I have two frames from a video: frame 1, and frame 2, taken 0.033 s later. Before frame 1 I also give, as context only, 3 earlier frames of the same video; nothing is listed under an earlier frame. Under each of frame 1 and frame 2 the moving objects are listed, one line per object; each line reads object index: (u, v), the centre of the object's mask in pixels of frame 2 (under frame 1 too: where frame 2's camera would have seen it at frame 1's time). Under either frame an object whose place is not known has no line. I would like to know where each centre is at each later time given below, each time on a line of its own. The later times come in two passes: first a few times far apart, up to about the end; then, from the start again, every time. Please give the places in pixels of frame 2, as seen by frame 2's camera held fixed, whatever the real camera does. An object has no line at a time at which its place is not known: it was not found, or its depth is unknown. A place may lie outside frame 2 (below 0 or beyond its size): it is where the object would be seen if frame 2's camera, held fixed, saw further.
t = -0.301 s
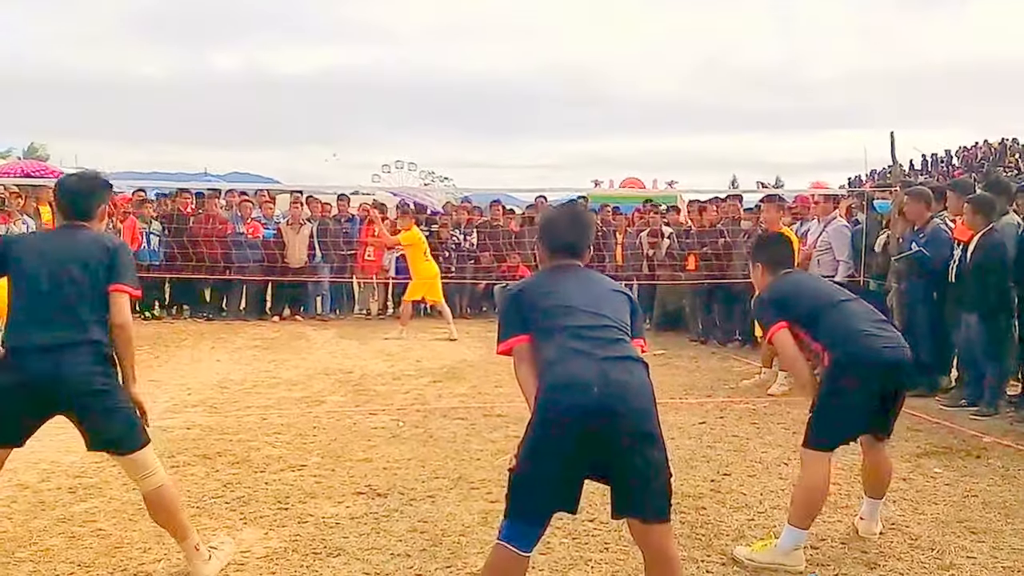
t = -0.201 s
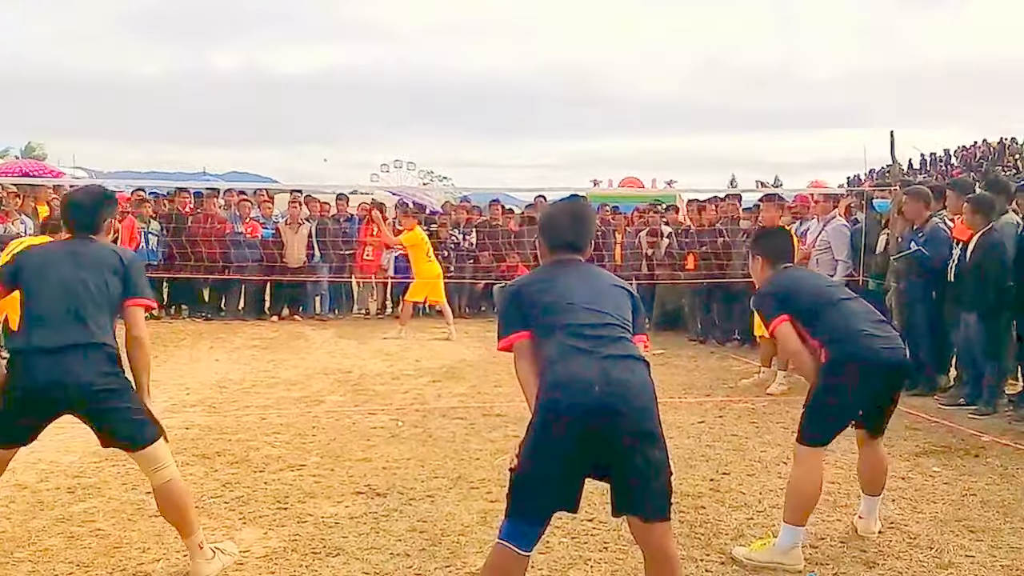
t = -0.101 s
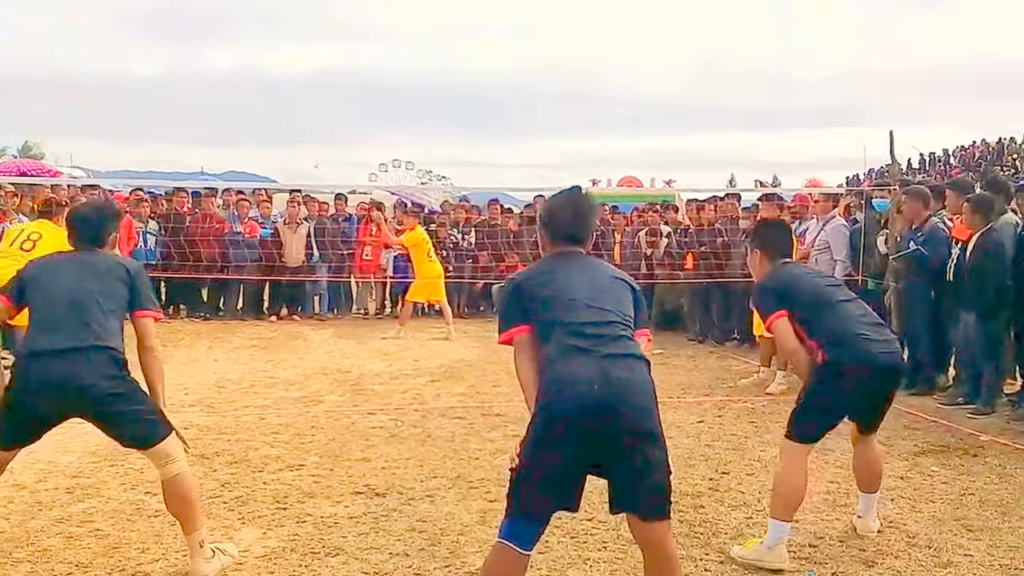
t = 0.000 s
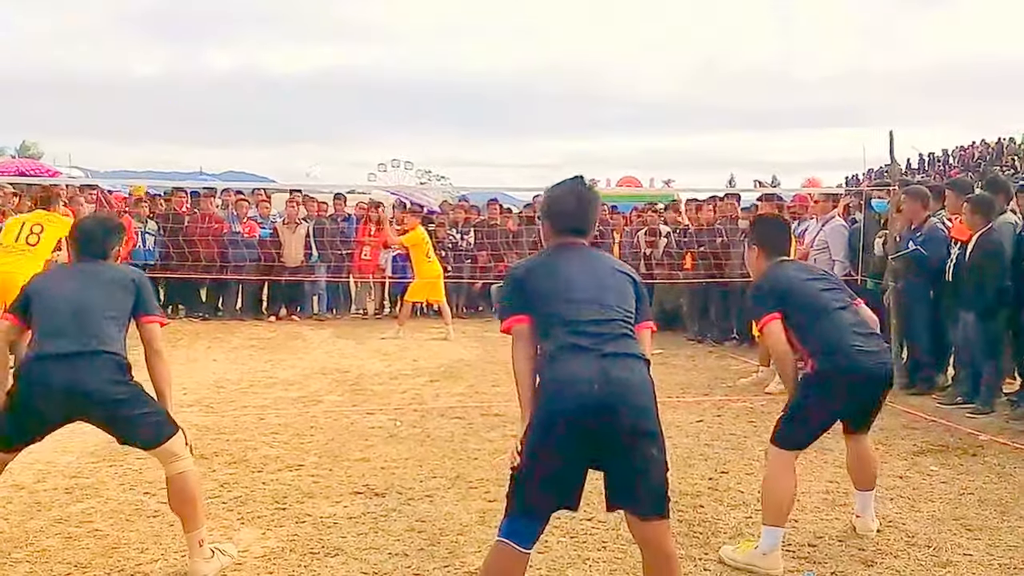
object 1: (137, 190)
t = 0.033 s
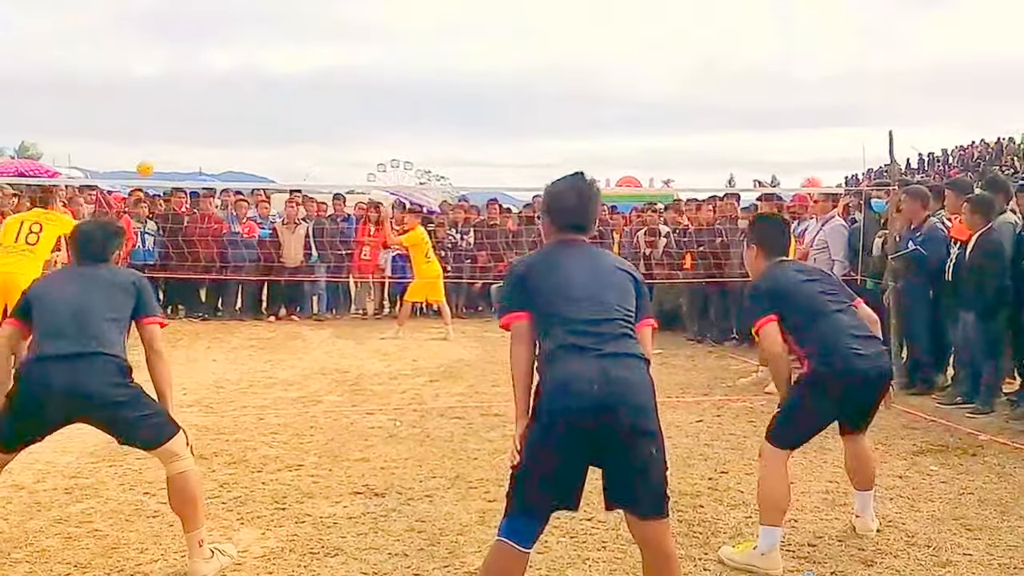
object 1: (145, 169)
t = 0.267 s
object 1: (199, 84)
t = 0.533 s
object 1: (253, 70)
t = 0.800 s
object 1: (298, 126)
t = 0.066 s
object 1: (153, 151)
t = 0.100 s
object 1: (161, 136)
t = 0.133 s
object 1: (169, 123)
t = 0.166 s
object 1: (177, 111)
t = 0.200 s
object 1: (184, 100)
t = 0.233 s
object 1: (192, 92)
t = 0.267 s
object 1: (199, 84)
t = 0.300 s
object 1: (206, 79)
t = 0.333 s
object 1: (213, 74)
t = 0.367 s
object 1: (219, 69)
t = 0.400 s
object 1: (226, 67)
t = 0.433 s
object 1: (233, 66)
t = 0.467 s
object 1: (239, 66)
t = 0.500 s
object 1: (247, 69)
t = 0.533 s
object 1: (253, 70)
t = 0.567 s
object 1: (259, 74)
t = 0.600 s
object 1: (266, 79)
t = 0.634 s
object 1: (271, 84)
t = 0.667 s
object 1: (276, 91)
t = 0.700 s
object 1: (282, 99)
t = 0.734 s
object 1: (287, 107)
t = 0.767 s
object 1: (293, 116)
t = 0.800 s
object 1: (298, 126)
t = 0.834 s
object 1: (303, 137)
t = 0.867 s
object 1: (308, 148)
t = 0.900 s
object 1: (312, 161)
